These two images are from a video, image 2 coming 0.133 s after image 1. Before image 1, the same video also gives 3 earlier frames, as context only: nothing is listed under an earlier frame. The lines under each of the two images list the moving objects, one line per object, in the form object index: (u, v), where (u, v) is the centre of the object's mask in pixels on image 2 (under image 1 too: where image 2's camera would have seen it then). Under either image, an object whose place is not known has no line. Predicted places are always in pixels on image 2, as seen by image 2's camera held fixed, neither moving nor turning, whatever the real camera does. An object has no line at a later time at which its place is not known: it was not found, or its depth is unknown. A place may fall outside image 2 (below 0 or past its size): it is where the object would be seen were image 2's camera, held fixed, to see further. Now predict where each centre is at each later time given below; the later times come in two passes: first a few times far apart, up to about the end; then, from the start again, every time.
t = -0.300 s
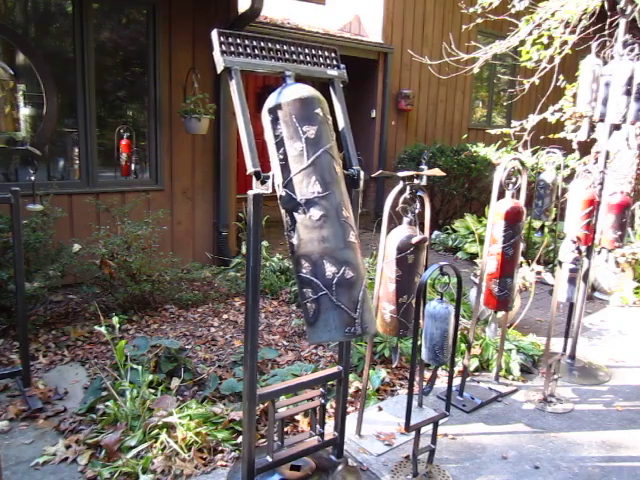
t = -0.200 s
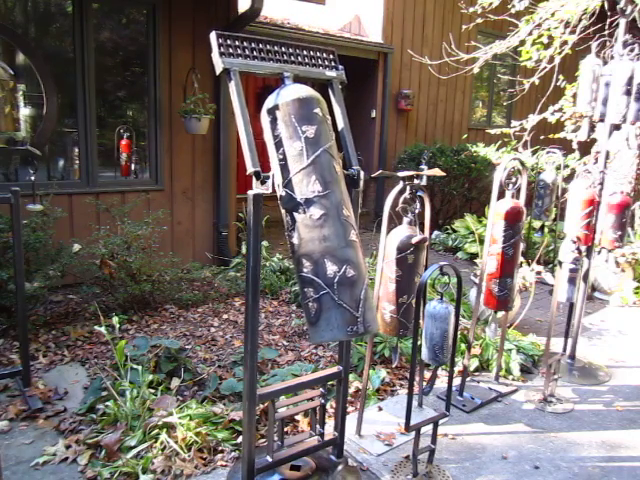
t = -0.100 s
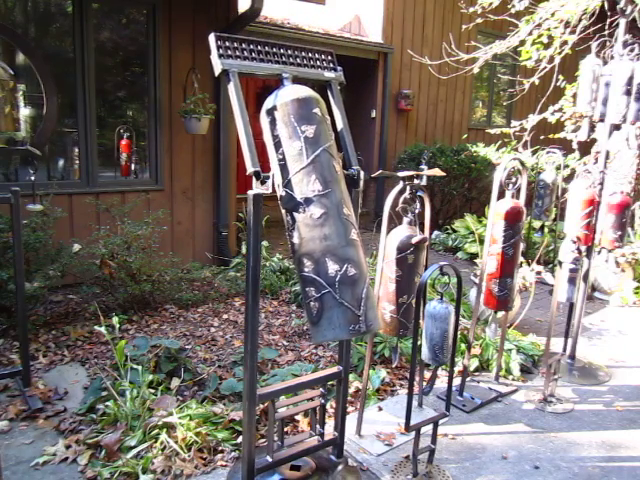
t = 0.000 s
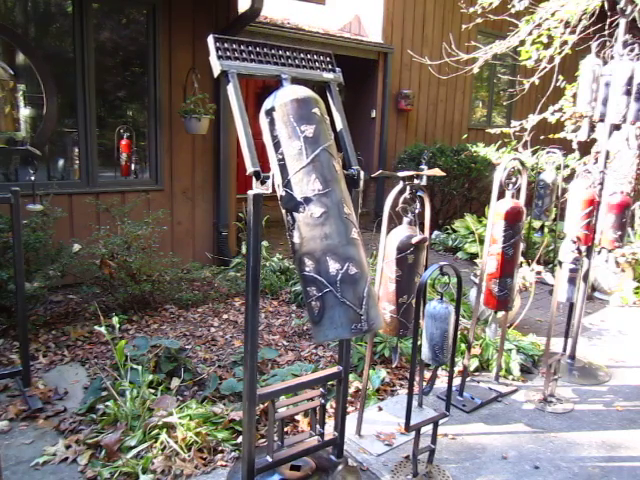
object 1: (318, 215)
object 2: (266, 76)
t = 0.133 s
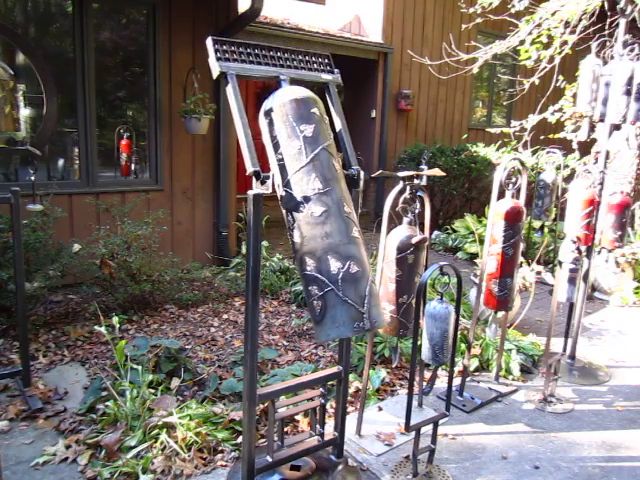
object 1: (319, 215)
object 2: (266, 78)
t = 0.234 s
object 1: (319, 215)
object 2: (270, 79)
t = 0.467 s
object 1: (320, 215)
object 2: (268, 81)
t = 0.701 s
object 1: (321, 215)
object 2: (268, 82)
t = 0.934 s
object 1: (321, 215)
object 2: (269, 82)
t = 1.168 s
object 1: (320, 215)
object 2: (269, 82)
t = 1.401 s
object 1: (320, 215)
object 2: (270, 80)
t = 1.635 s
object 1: (319, 215)
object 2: (266, 77)
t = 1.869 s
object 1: (317, 214)
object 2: (268, 74)
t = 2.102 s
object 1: (316, 214)
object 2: (271, 71)
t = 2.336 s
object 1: (314, 213)
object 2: (275, 66)
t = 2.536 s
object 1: (313, 212)
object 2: (279, 63)
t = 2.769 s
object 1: (311, 211)
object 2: (283, 60)
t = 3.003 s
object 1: (310, 210)
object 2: (289, 58)
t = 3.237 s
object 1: (309, 208)
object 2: (294, 56)
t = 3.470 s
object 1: (307, 205)
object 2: (300, 56)
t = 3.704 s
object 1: (306, 203)
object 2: (308, 58)
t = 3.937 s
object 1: (305, 202)
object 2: (311, 56)
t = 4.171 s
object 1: (305, 199)
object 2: (321, 63)
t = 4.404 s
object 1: (305, 196)
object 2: (326, 65)
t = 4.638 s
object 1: (305, 194)
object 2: (329, 66)
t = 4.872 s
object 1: (306, 192)
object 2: (332, 67)
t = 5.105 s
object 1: (306, 191)
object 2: (334, 68)
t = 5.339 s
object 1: (306, 190)
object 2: (335, 69)
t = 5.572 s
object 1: (306, 190)
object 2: (335, 69)
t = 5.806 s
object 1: (306, 190)
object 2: (335, 69)
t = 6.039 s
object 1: (306, 191)
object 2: (333, 68)
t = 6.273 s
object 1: (306, 192)
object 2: (331, 67)
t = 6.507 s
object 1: (305, 194)
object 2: (328, 66)
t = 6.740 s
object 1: (305, 197)
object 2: (324, 65)
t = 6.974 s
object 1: (305, 199)
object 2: (320, 62)
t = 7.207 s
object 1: (305, 202)
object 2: (312, 58)
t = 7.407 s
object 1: (306, 203)
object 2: (304, 54)
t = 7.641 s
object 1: (307, 205)
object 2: (298, 55)
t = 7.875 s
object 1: (308, 208)
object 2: (294, 56)
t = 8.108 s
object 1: (310, 210)
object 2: (288, 58)
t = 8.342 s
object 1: (311, 211)
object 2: (283, 60)
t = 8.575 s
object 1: (313, 212)
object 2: (279, 63)
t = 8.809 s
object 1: (314, 213)
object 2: (276, 65)
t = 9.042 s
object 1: (316, 214)
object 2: (272, 69)
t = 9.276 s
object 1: (317, 214)
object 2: (270, 73)
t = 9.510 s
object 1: (318, 215)
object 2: (267, 76)
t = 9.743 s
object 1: (319, 215)
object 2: (266, 77)
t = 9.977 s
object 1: (319, 215)
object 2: (271, 79)
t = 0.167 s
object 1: (319, 215)
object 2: (266, 78)
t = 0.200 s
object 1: (319, 215)
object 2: (266, 79)
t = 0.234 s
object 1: (319, 215)
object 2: (270, 79)
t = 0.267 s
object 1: (319, 215)
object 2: (269, 79)
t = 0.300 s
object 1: (320, 215)
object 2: (270, 79)
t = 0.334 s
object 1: (320, 215)
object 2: (269, 79)
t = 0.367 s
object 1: (320, 215)
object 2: (270, 80)
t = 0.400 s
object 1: (320, 215)
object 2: (270, 80)
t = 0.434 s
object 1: (320, 215)
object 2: (270, 80)
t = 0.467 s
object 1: (320, 215)
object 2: (268, 81)
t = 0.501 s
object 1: (320, 215)
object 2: (268, 81)
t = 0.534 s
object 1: (320, 215)
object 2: (269, 81)
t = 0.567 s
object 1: (320, 215)
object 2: (269, 82)
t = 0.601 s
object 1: (320, 215)
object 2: (269, 82)
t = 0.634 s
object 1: (320, 215)
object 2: (270, 81)
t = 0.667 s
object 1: (320, 215)
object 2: (269, 82)
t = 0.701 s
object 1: (321, 215)
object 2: (268, 82)
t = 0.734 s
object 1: (321, 215)
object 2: (268, 82)
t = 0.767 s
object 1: (321, 215)
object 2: (268, 82)
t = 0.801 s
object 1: (321, 215)
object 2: (269, 82)
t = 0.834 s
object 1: (321, 215)
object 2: (269, 82)
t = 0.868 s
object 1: (321, 215)
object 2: (269, 82)
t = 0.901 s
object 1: (321, 215)
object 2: (269, 82)
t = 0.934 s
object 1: (321, 215)
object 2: (269, 82)
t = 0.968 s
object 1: (321, 215)
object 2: (269, 82)
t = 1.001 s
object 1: (321, 215)
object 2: (269, 82)
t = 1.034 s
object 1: (321, 215)
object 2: (269, 82)
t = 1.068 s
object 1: (321, 215)
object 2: (269, 82)
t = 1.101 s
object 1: (321, 215)
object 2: (270, 82)
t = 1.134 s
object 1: (320, 215)
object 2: (270, 82)
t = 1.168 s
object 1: (320, 215)
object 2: (269, 82)
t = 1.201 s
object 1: (320, 215)
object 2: (270, 81)
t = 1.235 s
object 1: (320, 215)
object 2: (270, 81)
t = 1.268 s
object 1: (320, 215)
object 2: (270, 81)
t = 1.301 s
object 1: (320, 215)
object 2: (270, 81)
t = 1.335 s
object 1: (320, 215)
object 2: (269, 81)
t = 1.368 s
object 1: (320, 215)
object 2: (269, 80)
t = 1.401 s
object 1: (320, 215)
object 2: (270, 80)
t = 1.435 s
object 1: (320, 215)
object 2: (270, 80)
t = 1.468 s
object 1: (319, 215)
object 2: (270, 79)
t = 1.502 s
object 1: (319, 215)
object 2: (269, 79)
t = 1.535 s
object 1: (319, 215)
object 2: (268, 79)
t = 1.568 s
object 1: (319, 215)
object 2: (265, 78)
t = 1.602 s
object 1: (319, 215)
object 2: (266, 77)
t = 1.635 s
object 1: (319, 215)
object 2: (266, 77)
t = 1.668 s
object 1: (319, 215)
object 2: (267, 77)
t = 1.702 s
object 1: (318, 215)
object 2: (273, 77)
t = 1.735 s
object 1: (318, 215)
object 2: (267, 76)
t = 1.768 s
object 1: (318, 214)
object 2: (266, 75)
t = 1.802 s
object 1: (318, 214)
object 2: (268, 75)
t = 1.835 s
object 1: (318, 214)
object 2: (268, 75)
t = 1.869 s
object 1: (317, 214)
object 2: (268, 74)
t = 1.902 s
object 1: (317, 214)
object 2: (269, 74)
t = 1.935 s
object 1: (317, 214)
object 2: (269, 73)
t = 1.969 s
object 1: (317, 214)
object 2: (269, 73)
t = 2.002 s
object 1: (317, 214)
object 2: (270, 72)
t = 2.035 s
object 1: (317, 214)
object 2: (270, 72)
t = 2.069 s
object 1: (316, 214)
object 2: (271, 71)
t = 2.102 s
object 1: (316, 214)
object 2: (271, 71)
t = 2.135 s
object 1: (316, 214)
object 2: (271, 70)
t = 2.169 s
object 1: (316, 213)
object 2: (272, 70)
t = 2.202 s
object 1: (315, 213)
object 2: (272, 69)
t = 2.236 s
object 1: (315, 213)
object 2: (273, 68)
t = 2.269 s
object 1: (315, 213)
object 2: (273, 68)
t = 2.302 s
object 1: (315, 213)
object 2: (274, 67)
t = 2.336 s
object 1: (314, 213)
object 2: (275, 66)
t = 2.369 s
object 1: (314, 213)
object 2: (276, 65)
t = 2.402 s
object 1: (314, 213)
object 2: (277, 65)
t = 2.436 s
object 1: (314, 212)
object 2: (278, 64)
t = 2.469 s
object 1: (314, 213)
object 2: (278, 64)
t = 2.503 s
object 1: (313, 212)
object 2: (278, 63)
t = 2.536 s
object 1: (313, 212)
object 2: (279, 63)
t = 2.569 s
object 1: (313, 212)
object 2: (280, 63)
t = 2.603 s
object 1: (313, 212)
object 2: (280, 62)
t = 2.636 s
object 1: (312, 212)
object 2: (280, 62)
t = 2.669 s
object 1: (312, 212)
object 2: (281, 61)
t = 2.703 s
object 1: (312, 211)
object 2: (282, 61)
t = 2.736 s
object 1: (312, 211)
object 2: (283, 60)
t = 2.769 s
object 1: (311, 211)
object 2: (283, 60)
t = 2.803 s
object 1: (311, 211)
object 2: (284, 60)
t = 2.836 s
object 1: (311, 211)
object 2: (285, 59)
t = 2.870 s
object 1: (311, 210)
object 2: (286, 59)
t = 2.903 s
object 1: (311, 210)
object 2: (287, 59)
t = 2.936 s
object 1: (311, 210)
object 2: (288, 59)
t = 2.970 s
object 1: (310, 210)
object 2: (289, 59)
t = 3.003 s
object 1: (310, 210)
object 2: (289, 58)
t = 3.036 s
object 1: (310, 210)
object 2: (289, 58)
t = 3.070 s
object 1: (310, 210)
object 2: (290, 57)
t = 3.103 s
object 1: (310, 209)
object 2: (291, 57)
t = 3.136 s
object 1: (310, 209)
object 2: (291, 57)
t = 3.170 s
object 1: (309, 208)
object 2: (293, 57)
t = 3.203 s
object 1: (309, 208)
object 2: (294, 57)
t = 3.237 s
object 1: (309, 208)
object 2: (294, 56)
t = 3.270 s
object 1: (309, 208)
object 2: (295, 56)
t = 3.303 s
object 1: (308, 207)
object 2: (296, 56)
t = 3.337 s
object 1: (308, 207)
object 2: (296, 55)
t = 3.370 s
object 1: (308, 207)
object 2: (298, 56)
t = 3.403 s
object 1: (308, 206)
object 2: (299, 55)
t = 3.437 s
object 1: (308, 206)
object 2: (299, 56)
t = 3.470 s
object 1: (307, 205)
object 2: (300, 56)
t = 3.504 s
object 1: (307, 205)
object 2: (301, 56)
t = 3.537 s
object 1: (307, 205)
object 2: (303, 56)
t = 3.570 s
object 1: (307, 204)
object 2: (304, 56)
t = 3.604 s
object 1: (307, 204)
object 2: (305, 56)
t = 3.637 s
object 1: (307, 204)
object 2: (307, 58)
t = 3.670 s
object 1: (306, 203)
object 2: (307, 57)
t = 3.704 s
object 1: (306, 203)
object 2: (308, 58)
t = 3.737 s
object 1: (306, 203)
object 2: (308, 57)
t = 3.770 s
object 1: (306, 202)
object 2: (307, 55)
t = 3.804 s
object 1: (306, 202)
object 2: (309, 56)
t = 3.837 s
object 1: (306, 202)
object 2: (310, 57)
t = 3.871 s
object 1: (306, 202)
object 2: (309, 55)
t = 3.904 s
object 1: (305, 202)
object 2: (312, 56)
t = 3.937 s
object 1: (305, 202)
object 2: (311, 56)
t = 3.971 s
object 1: (305, 201)
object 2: (312, 56)
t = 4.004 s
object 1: (305, 201)
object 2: (313, 56)
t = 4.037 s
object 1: (305, 200)
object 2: (314, 56)
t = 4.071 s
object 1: (305, 200)
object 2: (316, 58)
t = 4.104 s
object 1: (305, 200)
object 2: (318, 59)
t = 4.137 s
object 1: (305, 199)
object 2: (319, 61)
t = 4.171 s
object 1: (305, 199)
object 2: (321, 63)
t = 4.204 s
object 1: (305, 198)
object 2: (321, 63)
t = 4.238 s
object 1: (305, 198)
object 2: (322, 63)
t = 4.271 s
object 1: (305, 198)
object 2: (322, 63)
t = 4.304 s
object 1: (305, 197)
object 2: (323, 64)
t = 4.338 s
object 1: (305, 197)
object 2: (324, 64)
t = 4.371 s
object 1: (305, 197)
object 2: (325, 64)
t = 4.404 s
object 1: (305, 196)
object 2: (326, 65)
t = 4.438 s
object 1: (305, 196)
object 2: (326, 65)
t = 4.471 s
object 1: (305, 196)
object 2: (327, 65)
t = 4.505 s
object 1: (305, 195)
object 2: (327, 65)
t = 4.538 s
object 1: (305, 195)
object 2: (328, 65)
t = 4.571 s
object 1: (305, 195)
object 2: (328, 66)
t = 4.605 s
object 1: (305, 194)
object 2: (329, 66)
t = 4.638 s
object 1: (305, 194)
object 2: (329, 66)
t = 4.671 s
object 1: (305, 194)
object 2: (329, 66)
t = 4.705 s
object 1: (306, 193)
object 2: (330, 66)
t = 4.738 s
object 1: (306, 193)
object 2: (330, 66)
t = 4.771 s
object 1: (306, 193)
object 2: (331, 67)
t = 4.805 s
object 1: (306, 192)
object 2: (331, 67)
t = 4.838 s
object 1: (306, 192)
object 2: (331, 67)
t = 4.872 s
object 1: (306, 192)
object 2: (332, 67)
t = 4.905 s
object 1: (306, 192)
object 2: (332, 67)
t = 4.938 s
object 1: (306, 191)
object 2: (332, 67)
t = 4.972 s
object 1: (306, 191)
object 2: (333, 68)
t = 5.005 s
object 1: (306, 191)
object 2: (333, 68)
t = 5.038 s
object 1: (306, 191)
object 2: (333, 68)
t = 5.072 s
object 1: (306, 191)
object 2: (333, 68)
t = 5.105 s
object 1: (306, 191)
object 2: (334, 68)
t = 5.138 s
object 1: (306, 191)
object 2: (334, 68)
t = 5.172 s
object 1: (306, 190)
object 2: (334, 68)
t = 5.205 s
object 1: (306, 190)
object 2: (334, 69)
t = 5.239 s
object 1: (306, 190)
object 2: (334, 69)
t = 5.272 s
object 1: (306, 190)
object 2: (335, 69)
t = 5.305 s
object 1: (306, 190)
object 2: (335, 69)
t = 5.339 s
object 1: (306, 190)
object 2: (335, 69)
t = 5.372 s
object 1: (306, 190)
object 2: (335, 69)
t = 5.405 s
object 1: (306, 190)
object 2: (335, 69)
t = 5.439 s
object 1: (306, 190)
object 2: (335, 69)
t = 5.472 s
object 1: (306, 190)
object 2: (335, 69)
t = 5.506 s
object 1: (306, 190)
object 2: (335, 69)
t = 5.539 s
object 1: (306, 190)
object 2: (335, 69)
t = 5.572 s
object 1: (306, 190)
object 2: (335, 69)
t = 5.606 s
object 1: (306, 190)
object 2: (335, 69)
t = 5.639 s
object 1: (306, 190)
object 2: (335, 69)
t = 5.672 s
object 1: (306, 190)
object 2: (335, 69)
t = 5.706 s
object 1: (306, 190)
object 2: (335, 69)
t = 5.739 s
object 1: (306, 190)
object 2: (335, 69)
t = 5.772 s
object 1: (306, 190)
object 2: (335, 69)
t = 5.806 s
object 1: (306, 190)
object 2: (335, 69)
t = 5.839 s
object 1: (306, 190)
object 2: (334, 69)
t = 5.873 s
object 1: (306, 190)
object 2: (334, 69)
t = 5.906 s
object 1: (306, 190)
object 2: (334, 69)
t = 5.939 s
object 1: (306, 190)
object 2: (334, 69)
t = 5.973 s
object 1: (306, 190)
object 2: (334, 68)
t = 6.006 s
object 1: (306, 191)
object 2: (334, 68)
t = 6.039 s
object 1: (306, 191)
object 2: (333, 68)
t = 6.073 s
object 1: (306, 191)
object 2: (333, 68)
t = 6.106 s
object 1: (306, 191)
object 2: (333, 68)
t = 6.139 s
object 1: (306, 191)
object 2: (332, 68)
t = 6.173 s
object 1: (306, 191)
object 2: (332, 68)
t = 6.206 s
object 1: (306, 192)
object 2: (332, 68)
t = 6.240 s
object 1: (306, 192)
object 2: (331, 67)
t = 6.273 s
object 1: (306, 192)
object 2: (331, 67)
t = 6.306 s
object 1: (306, 192)
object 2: (331, 67)
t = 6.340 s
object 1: (306, 193)
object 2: (330, 67)
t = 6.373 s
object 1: (306, 193)
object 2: (330, 67)
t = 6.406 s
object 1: (306, 193)
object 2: (330, 66)
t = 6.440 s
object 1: (306, 193)
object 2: (329, 66)
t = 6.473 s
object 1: (305, 194)
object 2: (329, 66)
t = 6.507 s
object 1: (305, 194)
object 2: (328, 66)
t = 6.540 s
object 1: (305, 194)
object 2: (328, 66)
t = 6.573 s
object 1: (305, 195)
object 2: (327, 66)
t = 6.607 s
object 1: (305, 195)
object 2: (327, 65)
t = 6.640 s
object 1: (305, 195)
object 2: (326, 65)
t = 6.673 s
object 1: (305, 196)
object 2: (326, 65)
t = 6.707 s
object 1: (305, 196)
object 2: (325, 65)
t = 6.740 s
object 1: (305, 197)
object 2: (324, 65)
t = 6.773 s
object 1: (305, 197)
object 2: (324, 64)
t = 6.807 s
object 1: (305, 197)
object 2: (324, 64)
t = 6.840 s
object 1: (305, 198)
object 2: (323, 64)
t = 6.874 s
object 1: (305, 198)
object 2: (322, 64)
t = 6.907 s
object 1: (305, 198)
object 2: (321, 63)
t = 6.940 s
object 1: (305, 199)
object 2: (320, 63)
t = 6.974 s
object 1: (305, 199)
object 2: (320, 62)
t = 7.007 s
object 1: (305, 199)
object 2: (319, 62)
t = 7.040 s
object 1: (305, 200)
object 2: (318, 62)
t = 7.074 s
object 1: (305, 200)
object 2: (317, 61)
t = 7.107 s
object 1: (305, 200)
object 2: (316, 61)
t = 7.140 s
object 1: (305, 201)
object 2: (314, 59)
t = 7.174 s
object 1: (305, 201)
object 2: (312, 57)
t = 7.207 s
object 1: (305, 202)
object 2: (312, 58)
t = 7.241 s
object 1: (305, 201)
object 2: (310, 57)
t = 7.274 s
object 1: (306, 202)
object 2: (308, 55)
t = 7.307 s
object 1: (306, 202)
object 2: (306, 54)
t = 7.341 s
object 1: (306, 202)
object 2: (305, 54)
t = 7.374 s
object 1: (306, 203)
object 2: (305, 54)
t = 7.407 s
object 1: (306, 203)
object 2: (304, 54)
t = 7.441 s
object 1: (306, 203)
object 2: (303, 54)
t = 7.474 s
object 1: (306, 204)
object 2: (303, 55)
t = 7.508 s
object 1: (307, 204)
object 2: (302, 55)
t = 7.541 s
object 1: (307, 204)
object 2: (302, 55)
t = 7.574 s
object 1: (307, 205)
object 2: (300, 55)
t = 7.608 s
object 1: (307, 205)
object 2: (298, 55)
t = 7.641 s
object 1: (307, 205)
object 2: (298, 55)
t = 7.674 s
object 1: (307, 206)
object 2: (297, 55)
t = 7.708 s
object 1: (307, 206)
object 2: (296, 55)
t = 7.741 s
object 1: (307, 206)
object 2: (296, 55)
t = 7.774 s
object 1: (308, 206)
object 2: (296, 56)
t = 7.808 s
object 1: (308, 207)
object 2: (295, 56)
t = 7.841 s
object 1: (308, 207)
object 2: (294, 56)
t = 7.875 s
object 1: (308, 208)
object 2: (294, 56)
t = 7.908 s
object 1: (309, 208)
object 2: (293, 57)
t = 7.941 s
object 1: (309, 208)
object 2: (292, 56)
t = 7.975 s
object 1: (309, 209)
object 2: (291, 57)
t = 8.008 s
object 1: (309, 209)
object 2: (290, 57)
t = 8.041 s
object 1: (310, 210)
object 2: (290, 58)
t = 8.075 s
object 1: (310, 210)
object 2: (289, 58)
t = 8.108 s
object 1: (310, 210)
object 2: (288, 58)
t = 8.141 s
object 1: (310, 210)
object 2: (288, 58)
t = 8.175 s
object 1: (311, 210)
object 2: (287, 58)
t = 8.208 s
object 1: (311, 211)
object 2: (286, 59)
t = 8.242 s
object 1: (311, 211)
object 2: (285, 59)
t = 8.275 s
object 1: (311, 211)
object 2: (285, 59)
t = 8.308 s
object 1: (311, 211)
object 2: (284, 60)
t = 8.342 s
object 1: (311, 211)
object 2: (283, 60)
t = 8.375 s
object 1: (311, 211)
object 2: (283, 61)
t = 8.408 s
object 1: (312, 211)
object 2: (283, 61)
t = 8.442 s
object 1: (312, 211)
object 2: (282, 61)
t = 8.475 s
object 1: (312, 212)
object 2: (281, 61)
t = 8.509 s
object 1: (312, 212)
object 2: (280, 62)
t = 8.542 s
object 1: (313, 212)
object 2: (279, 62)
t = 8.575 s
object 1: (313, 212)
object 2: (279, 63)
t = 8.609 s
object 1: (313, 212)
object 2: (279, 63)
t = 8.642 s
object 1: (313, 212)
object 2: (278, 63)
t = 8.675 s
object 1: (313, 213)
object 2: (278, 64)
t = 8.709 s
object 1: (314, 213)
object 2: (278, 64)
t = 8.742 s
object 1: (314, 213)
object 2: (277, 65)
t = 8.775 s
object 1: (314, 213)
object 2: (276, 65)
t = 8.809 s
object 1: (314, 213)
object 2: (276, 65)
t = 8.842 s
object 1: (314, 213)
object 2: (275, 66)
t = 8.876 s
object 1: (315, 213)
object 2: (275, 66)
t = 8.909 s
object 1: (315, 213)
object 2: (274, 67)
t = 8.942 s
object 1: (315, 214)
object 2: (274, 67)
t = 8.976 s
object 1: (315, 213)
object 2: (273, 68)
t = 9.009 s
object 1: (316, 214)
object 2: (273, 68)
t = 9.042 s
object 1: (316, 214)
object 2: (272, 69)
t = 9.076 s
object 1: (316, 214)
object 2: (272, 70)
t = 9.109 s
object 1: (316, 214)
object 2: (271, 70)
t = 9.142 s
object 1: (316, 214)
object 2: (271, 71)
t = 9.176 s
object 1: (316, 215)
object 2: (270, 71)
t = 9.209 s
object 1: (317, 214)
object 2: (270, 72)
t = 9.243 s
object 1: (317, 214)
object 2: (270, 72)
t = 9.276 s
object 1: (317, 214)
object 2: (270, 73)
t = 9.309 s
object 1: (317, 215)
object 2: (269, 73)
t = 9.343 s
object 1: (317, 215)
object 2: (269, 74)
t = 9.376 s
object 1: (317, 215)
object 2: (269, 75)
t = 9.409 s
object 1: (317, 215)
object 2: (269, 75)
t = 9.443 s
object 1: (318, 214)
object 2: (268, 75)
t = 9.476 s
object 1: (318, 215)
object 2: (267, 75)
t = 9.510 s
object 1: (318, 215)
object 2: (267, 76)
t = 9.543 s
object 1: (318, 215)
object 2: (267, 76)
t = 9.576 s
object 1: (318, 215)
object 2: (267, 77)
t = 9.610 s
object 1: (318, 215)
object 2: (267, 76)
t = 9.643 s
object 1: (318, 215)
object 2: (268, 77)
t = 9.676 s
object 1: (318, 215)
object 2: (267, 77)
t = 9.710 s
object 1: (319, 215)
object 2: (267, 77)
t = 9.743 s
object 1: (319, 215)
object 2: (266, 77)
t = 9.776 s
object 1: (319, 215)
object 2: (265, 78)
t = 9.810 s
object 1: (319, 215)
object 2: (267, 78)
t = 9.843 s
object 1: (319, 215)
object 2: (267, 78)
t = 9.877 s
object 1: (319, 215)
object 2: (270, 79)
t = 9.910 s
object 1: (319, 215)
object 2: (270, 79)
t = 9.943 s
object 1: (319, 215)
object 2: (270, 79)
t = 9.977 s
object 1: (319, 215)
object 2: (271, 79)
